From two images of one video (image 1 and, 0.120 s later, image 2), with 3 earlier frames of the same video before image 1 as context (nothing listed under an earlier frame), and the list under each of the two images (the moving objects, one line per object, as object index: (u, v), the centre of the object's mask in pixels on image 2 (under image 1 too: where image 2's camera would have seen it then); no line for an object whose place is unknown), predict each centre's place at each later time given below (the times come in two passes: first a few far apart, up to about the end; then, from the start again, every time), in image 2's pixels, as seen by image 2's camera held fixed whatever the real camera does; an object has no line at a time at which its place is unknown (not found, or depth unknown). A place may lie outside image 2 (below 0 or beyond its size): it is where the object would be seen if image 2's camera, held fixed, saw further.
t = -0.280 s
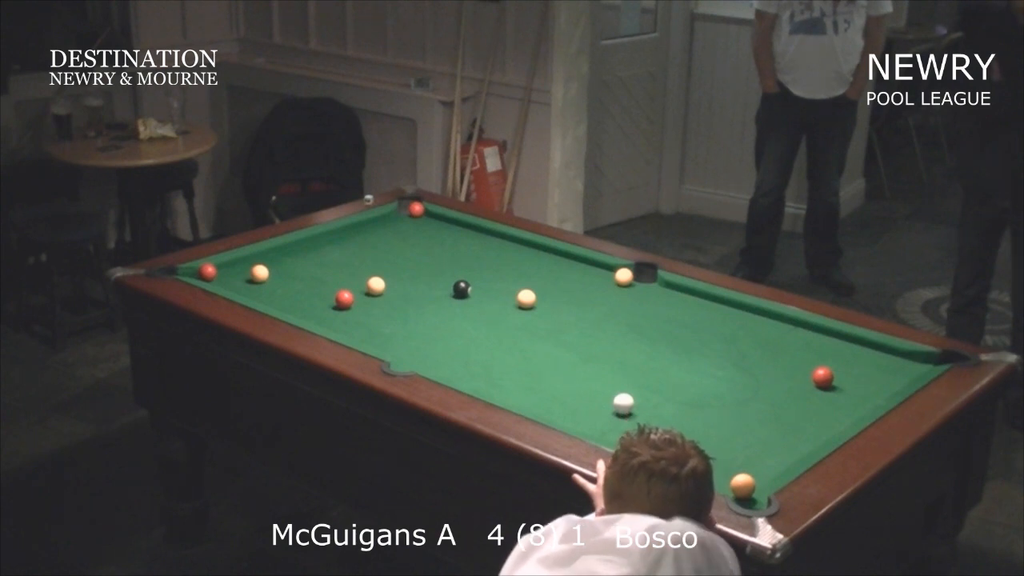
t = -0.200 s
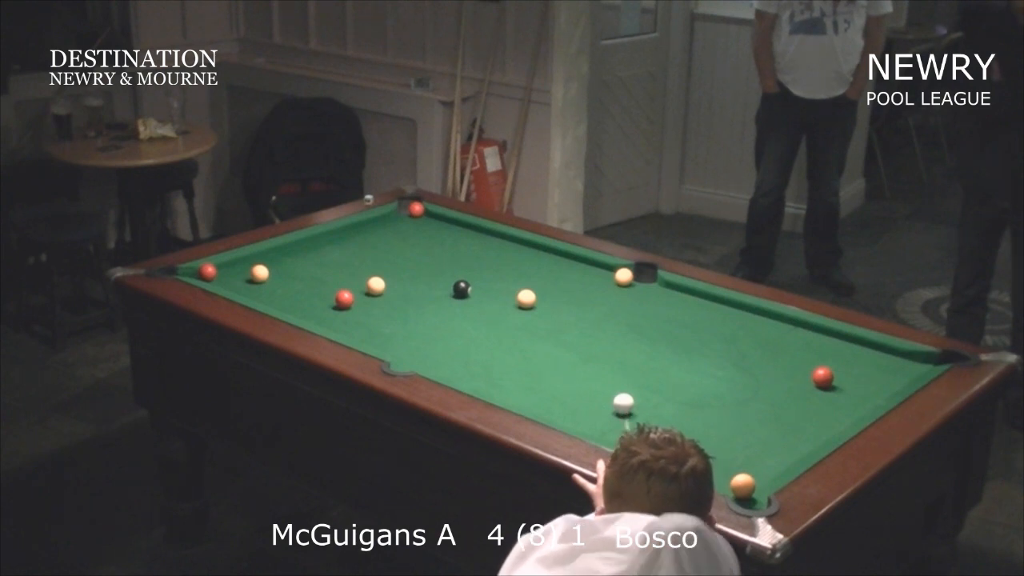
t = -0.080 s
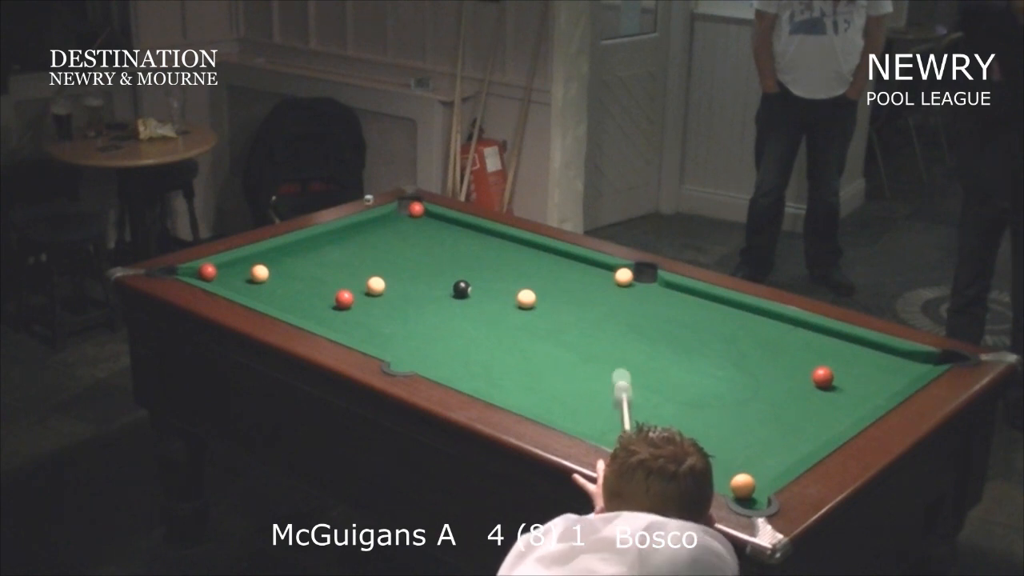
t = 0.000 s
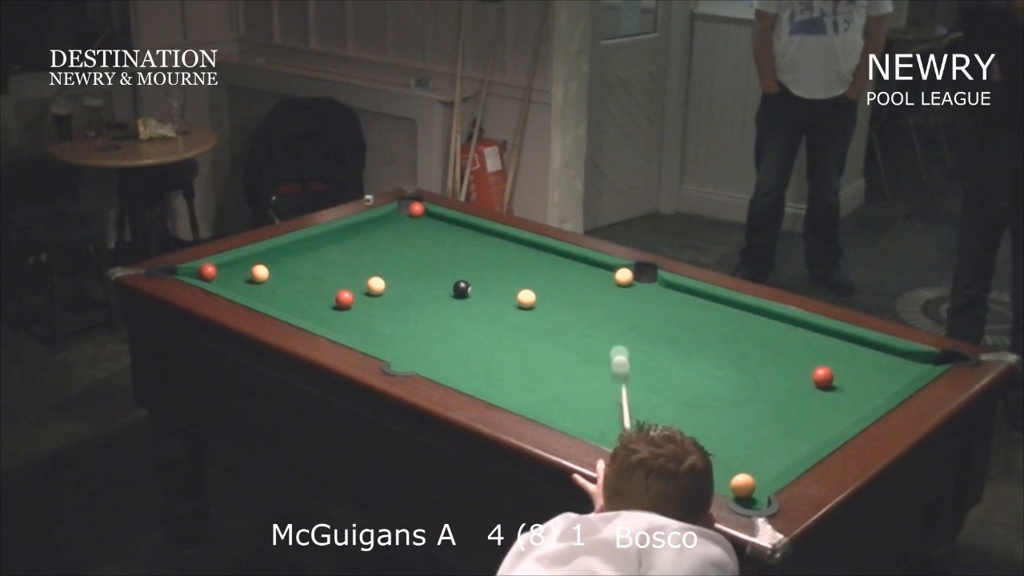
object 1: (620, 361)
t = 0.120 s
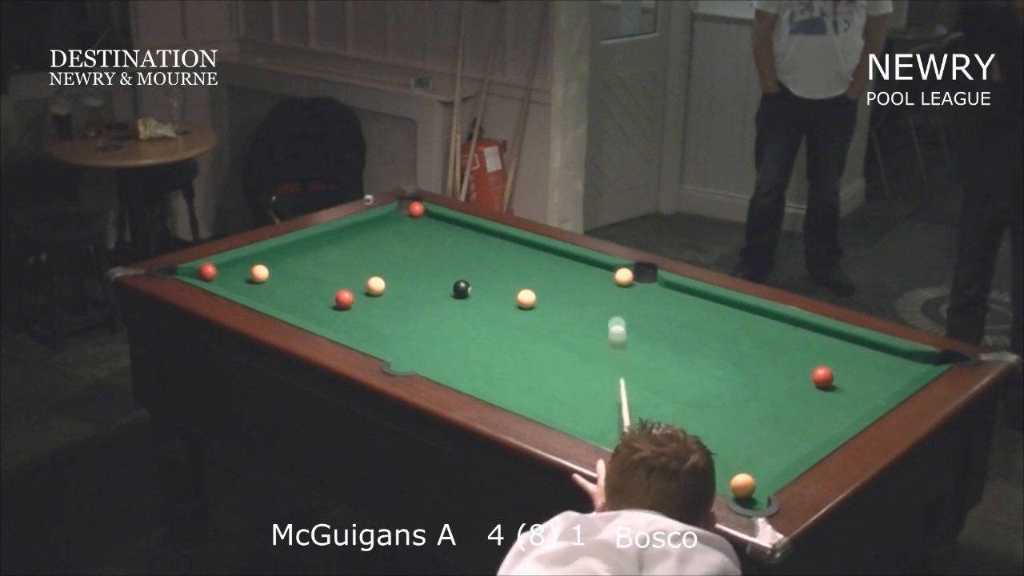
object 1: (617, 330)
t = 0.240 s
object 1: (615, 303)
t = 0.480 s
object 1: (583, 270)
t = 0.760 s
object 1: (530, 245)
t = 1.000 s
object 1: (481, 233)
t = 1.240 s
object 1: (435, 222)
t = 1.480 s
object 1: (396, 214)
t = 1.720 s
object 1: (418, 221)
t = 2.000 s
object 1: (445, 229)
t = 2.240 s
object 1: (466, 236)
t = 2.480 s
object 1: (487, 243)
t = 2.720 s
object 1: (507, 249)
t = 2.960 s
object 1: (525, 254)
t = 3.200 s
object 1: (541, 259)
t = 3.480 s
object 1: (558, 265)
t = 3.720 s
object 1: (570, 269)
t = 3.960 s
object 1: (581, 272)
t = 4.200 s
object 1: (590, 275)
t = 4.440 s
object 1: (597, 277)
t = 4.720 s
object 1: (602, 278)
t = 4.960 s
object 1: (604, 278)
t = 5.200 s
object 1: (604, 278)
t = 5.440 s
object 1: (604, 278)
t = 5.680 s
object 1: (604, 278)
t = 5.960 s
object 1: (604, 278)
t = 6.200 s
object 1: (604, 278)
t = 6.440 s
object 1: (604, 278)
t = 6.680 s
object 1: (604, 278)
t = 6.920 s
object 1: (604, 278)
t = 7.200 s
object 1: (604, 278)
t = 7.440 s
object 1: (604, 278)
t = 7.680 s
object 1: (604, 278)
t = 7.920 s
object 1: (604, 278)
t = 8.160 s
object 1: (604, 279)
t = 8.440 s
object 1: (604, 279)
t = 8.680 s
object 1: (604, 279)
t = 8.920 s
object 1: (604, 279)
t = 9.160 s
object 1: (604, 278)
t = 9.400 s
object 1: (604, 278)
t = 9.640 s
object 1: (604, 278)
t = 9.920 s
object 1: (604, 278)
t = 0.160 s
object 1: (616, 321)
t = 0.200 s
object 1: (616, 312)
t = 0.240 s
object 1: (615, 303)
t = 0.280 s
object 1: (614, 295)
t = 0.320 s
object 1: (613, 288)
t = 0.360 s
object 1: (609, 281)
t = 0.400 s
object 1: (601, 277)
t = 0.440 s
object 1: (592, 274)
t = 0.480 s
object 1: (583, 270)
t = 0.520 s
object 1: (575, 266)
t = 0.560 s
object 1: (567, 262)
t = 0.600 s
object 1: (560, 259)
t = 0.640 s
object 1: (552, 255)
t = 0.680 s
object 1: (544, 252)
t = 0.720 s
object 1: (537, 248)
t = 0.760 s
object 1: (530, 245)
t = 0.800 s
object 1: (522, 242)
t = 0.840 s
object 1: (514, 240)
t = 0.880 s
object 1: (505, 238)
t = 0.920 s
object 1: (497, 236)
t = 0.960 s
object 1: (489, 235)
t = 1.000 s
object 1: (481, 233)
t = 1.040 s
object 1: (473, 231)
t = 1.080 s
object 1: (465, 229)
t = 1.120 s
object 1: (457, 227)
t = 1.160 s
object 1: (449, 226)
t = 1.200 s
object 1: (441, 224)
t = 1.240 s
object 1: (435, 222)
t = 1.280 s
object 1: (428, 221)
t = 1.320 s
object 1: (421, 219)
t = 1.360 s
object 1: (413, 217)
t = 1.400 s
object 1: (405, 216)
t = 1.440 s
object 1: (399, 214)
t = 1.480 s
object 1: (396, 214)
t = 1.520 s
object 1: (399, 215)
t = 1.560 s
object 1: (402, 216)
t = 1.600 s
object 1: (406, 217)
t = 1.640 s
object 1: (410, 219)
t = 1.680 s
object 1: (414, 220)
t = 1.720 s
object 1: (418, 221)
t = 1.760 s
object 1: (422, 222)
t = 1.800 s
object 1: (426, 223)
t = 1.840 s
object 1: (430, 225)
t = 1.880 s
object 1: (434, 226)
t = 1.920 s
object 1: (437, 227)
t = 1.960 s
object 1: (441, 228)
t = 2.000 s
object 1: (445, 229)
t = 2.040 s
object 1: (448, 230)
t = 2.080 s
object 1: (452, 231)
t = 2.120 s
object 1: (456, 233)
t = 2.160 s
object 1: (459, 234)
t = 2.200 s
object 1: (463, 235)
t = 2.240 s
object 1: (466, 236)
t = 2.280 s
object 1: (470, 237)
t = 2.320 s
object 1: (473, 238)
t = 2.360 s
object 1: (477, 239)
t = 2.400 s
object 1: (480, 240)
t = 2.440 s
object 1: (484, 242)
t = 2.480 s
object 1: (487, 243)
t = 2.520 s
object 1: (490, 244)
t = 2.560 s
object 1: (494, 245)
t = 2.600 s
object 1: (497, 246)
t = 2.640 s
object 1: (500, 247)
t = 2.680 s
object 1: (503, 248)
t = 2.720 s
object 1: (507, 249)
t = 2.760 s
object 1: (510, 250)
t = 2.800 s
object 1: (513, 251)
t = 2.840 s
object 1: (516, 251)
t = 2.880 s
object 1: (519, 252)
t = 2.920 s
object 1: (522, 253)
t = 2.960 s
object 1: (525, 254)
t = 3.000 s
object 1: (528, 255)
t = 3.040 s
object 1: (530, 256)
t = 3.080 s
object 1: (533, 257)
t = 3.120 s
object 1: (536, 258)
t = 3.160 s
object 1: (538, 259)
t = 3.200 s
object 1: (541, 259)
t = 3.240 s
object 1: (543, 260)
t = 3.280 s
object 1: (546, 261)
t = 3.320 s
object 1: (549, 262)
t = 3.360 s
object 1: (551, 263)
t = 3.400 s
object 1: (553, 263)
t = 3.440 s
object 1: (556, 264)
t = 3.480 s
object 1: (558, 265)
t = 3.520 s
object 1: (560, 266)
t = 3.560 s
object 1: (563, 266)
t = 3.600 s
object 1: (565, 267)
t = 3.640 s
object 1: (566, 267)
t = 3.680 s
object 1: (568, 268)
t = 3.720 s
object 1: (570, 269)
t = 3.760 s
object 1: (572, 269)
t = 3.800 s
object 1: (574, 270)
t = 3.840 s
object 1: (576, 270)
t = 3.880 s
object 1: (578, 271)
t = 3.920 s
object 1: (579, 272)
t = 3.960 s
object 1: (581, 272)
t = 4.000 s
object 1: (583, 273)
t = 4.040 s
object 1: (584, 273)
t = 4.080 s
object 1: (586, 274)
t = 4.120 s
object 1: (588, 274)
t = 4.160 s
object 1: (589, 274)
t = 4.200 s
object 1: (590, 275)
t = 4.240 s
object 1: (591, 275)
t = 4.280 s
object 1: (593, 275)
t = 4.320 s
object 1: (594, 276)
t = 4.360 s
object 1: (595, 276)
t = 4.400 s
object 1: (596, 276)
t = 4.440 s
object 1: (597, 277)
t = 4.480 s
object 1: (598, 277)
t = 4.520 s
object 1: (599, 277)
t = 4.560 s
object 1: (600, 277)
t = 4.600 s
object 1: (601, 278)
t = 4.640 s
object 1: (601, 278)
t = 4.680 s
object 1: (602, 278)
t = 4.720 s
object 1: (602, 278)
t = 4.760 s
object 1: (603, 278)
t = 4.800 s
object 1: (603, 278)
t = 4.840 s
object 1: (604, 278)
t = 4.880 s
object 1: (604, 278)
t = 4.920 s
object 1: (604, 278)
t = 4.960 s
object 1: (604, 278)
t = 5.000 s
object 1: (604, 278)
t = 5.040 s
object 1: (604, 278)
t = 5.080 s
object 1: (604, 278)
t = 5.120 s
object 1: (605, 278)
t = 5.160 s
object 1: (604, 278)
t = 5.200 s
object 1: (604, 278)
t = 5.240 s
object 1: (604, 278)
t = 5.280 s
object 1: (604, 278)
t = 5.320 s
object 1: (604, 278)
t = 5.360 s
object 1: (604, 278)
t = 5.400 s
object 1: (604, 278)
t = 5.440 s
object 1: (604, 278)
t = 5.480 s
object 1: (604, 278)
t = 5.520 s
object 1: (604, 278)
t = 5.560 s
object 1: (604, 278)
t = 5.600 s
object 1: (604, 278)
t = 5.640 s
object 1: (604, 278)
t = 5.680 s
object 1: (604, 278)
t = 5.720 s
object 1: (604, 278)
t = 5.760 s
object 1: (604, 278)
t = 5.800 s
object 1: (604, 278)
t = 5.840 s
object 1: (604, 278)
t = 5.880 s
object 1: (604, 278)
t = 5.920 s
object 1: (604, 278)
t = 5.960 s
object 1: (604, 278)
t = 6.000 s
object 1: (604, 278)
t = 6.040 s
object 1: (604, 278)
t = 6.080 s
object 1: (604, 278)
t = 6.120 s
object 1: (604, 278)
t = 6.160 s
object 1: (604, 278)
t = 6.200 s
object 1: (604, 278)
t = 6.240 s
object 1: (604, 278)
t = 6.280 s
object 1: (604, 278)
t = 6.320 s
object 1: (604, 278)
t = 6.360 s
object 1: (604, 278)
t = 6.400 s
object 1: (604, 278)
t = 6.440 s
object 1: (604, 278)
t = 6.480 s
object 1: (604, 278)
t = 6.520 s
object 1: (604, 278)
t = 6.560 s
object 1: (604, 278)
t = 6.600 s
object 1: (604, 278)
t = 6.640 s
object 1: (604, 278)
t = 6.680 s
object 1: (604, 278)
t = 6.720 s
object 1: (604, 278)
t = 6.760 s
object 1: (604, 278)
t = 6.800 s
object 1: (604, 278)
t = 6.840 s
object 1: (604, 278)
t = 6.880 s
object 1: (604, 278)
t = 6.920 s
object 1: (604, 278)
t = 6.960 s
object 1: (604, 278)
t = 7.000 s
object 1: (604, 278)
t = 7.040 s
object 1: (604, 278)
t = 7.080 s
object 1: (604, 278)
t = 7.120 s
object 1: (604, 278)
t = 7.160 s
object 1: (604, 278)
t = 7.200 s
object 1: (604, 278)
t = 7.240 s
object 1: (604, 278)
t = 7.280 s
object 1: (604, 278)
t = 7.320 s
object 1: (604, 278)
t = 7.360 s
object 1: (604, 278)
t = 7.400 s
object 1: (604, 278)
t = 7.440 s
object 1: (604, 278)
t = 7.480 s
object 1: (604, 278)
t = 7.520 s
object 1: (604, 278)
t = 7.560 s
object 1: (604, 278)
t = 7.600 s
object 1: (604, 278)
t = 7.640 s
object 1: (604, 278)
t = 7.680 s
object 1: (604, 278)
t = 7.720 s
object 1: (604, 278)
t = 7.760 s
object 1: (604, 278)
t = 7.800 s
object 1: (604, 278)
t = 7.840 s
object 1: (604, 278)
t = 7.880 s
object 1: (604, 278)
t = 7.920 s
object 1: (604, 278)
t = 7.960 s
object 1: (604, 278)
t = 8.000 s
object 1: (604, 279)
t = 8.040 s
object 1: (604, 279)
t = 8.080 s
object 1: (604, 279)
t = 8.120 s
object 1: (604, 279)
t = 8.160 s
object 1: (604, 279)
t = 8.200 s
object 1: (604, 279)
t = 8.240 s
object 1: (604, 279)
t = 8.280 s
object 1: (604, 279)
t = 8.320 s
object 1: (604, 279)
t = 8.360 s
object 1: (604, 279)
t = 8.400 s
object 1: (604, 278)
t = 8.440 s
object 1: (604, 279)
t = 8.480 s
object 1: (604, 279)
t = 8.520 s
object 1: (604, 279)
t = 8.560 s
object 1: (604, 279)
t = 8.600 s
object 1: (604, 279)
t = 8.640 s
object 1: (604, 279)
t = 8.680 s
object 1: (604, 279)
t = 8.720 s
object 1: (604, 279)
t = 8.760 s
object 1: (604, 279)
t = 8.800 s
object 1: (604, 279)
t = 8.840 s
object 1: (604, 278)
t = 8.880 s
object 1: (604, 278)
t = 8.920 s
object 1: (604, 279)
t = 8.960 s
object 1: (604, 279)
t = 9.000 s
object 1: (604, 278)
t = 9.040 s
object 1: (604, 278)
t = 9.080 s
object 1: (604, 278)
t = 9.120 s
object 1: (604, 279)
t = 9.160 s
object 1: (604, 278)
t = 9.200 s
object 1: (604, 279)
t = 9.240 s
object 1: (604, 279)
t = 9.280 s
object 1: (604, 278)
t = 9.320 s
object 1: (604, 278)
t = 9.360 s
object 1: (604, 278)
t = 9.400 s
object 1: (604, 278)
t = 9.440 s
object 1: (604, 278)
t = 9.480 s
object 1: (604, 278)
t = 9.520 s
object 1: (604, 278)
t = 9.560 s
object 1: (604, 278)
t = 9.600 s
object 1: (604, 278)
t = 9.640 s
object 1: (604, 278)
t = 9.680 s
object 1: (604, 278)
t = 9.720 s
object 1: (604, 278)
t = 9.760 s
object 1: (604, 278)
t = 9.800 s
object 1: (604, 278)
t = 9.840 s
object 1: (604, 278)
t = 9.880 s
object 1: (604, 278)
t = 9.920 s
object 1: (604, 278)
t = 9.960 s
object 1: (604, 278)
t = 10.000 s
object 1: (604, 278)
